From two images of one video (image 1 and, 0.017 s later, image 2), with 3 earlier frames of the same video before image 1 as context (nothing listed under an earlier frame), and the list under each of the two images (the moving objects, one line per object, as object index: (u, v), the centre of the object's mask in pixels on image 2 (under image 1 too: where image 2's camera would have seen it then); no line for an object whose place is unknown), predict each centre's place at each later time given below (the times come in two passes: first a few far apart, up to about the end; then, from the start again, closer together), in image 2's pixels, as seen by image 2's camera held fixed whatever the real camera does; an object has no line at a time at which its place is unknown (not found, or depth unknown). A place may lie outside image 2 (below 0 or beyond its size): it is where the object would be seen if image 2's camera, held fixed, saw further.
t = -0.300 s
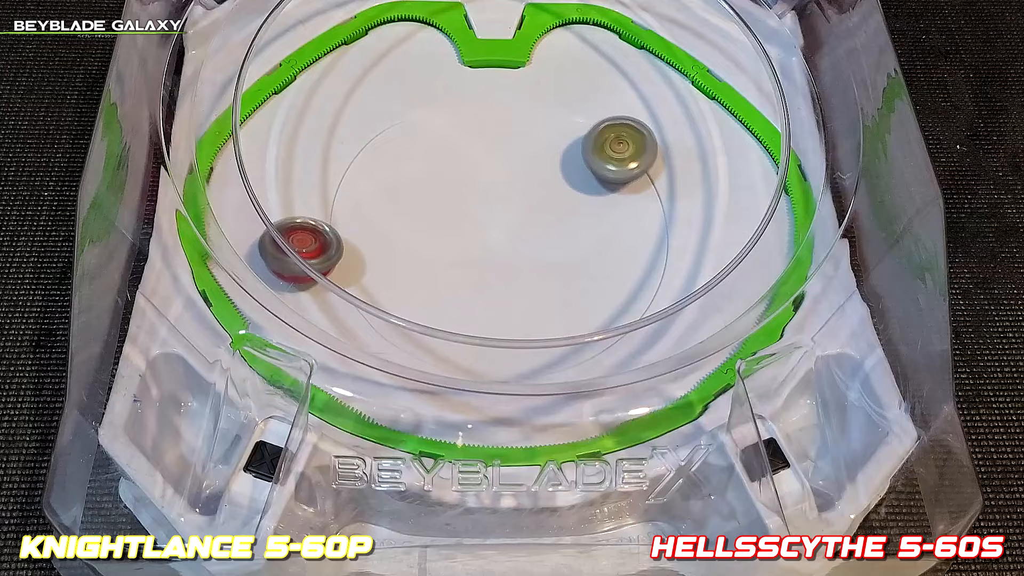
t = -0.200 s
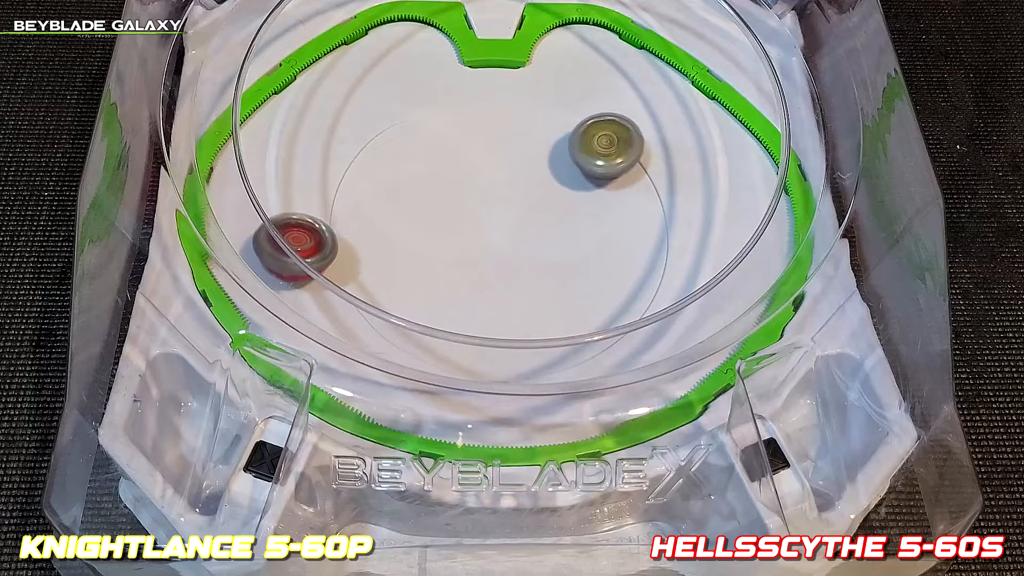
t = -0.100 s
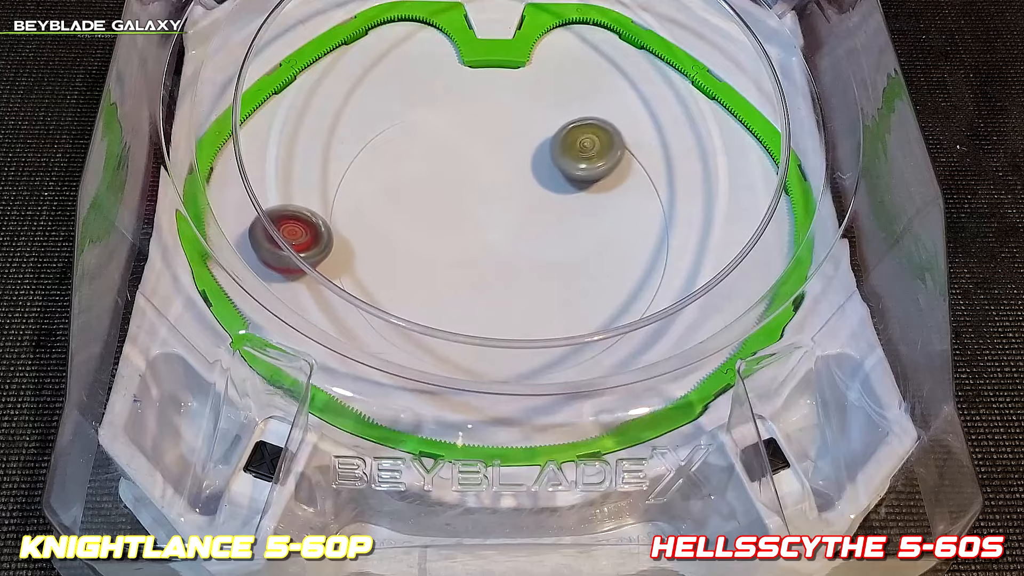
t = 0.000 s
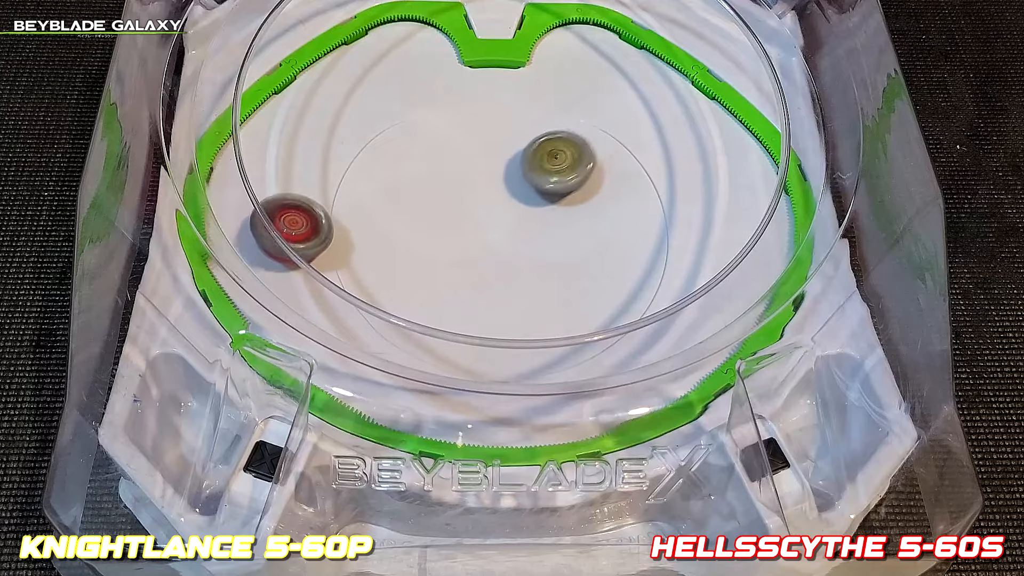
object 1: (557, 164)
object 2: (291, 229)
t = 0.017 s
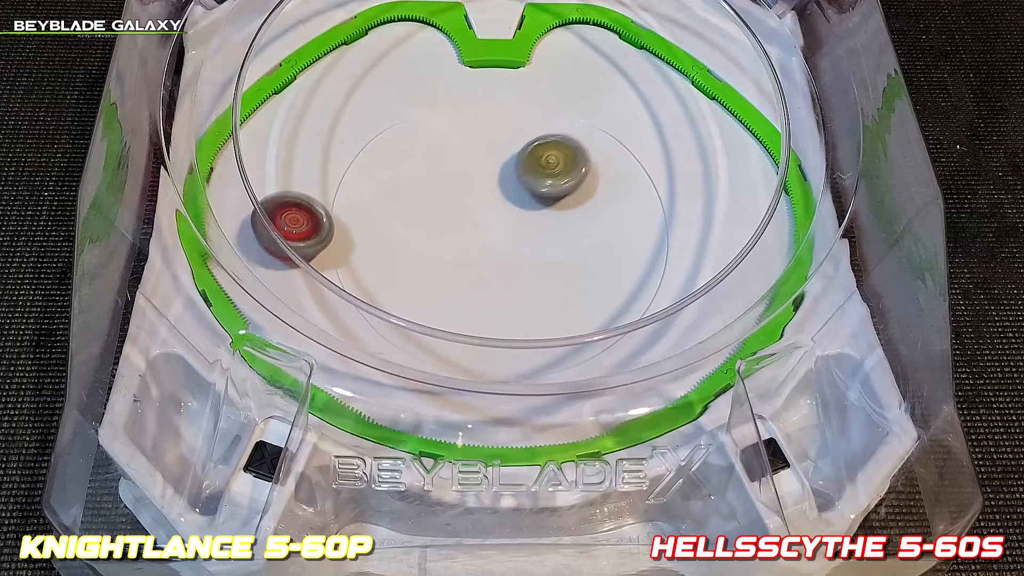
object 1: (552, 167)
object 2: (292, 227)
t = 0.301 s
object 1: (495, 276)
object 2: (318, 194)
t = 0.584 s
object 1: (519, 302)
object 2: (400, 198)
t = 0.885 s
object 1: (528, 273)
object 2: (489, 189)
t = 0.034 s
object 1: (547, 171)
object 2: (293, 225)
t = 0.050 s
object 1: (541, 176)
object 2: (293, 223)
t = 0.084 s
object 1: (530, 186)
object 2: (295, 219)
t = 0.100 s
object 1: (524, 192)
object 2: (296, 217)
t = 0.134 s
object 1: (514, 205)
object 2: (298, 214)
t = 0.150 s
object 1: (509, 212)
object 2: (299, 212)
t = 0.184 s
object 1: (502, 228)
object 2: (303, 209)
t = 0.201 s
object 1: (500, 236)
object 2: (305, 206)
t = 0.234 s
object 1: (495, 250)
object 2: (308, 202)
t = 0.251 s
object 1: (494, 257)
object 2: (311, 200)
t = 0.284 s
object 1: (494, 270)
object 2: (316, 196)
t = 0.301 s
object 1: (495, 276)
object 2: (318, 194)
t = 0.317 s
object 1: (496, 280)
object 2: (321, 192)
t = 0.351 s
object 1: (499, 289)
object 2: (326, 189)
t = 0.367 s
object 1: (501, 292)
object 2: (329, 188)
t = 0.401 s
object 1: (505, 296)
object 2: (336, 185)
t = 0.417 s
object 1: (507, 298)
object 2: (339, 185)
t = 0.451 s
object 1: (511, 300)
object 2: (351, 188)
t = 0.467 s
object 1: (512, 301)
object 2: (357, 189)
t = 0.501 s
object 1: (514, 302)
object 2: (370, 192)
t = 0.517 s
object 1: (515, 303)
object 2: (375, 194)
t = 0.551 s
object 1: (517, 303)
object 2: (387, 196)
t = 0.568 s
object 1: (518, 303)
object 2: (394, 197)
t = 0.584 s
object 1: (519, 302)
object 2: (400, 198)
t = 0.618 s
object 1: (520, 302)
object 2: (412, 198)
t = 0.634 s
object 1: (521, 301)
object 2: (418, 199)
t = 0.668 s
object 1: (522, 300)
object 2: (430, 197)
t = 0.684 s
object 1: (523, 299)
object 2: (435, 197)
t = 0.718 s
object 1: (524, 297)
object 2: (446, 195)
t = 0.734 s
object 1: (525, 296)
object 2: (452, 194)
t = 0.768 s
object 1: (525, 293)
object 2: (461, 192)
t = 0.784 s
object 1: (526, 291)
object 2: (466, 192)
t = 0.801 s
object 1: (527, 288)
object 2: (470, 191)
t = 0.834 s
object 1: (527, 283)
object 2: (478, 190)
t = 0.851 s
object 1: (528, 280)
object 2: (482, 190)
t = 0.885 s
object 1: (528, 273)
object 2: (489, 189)
